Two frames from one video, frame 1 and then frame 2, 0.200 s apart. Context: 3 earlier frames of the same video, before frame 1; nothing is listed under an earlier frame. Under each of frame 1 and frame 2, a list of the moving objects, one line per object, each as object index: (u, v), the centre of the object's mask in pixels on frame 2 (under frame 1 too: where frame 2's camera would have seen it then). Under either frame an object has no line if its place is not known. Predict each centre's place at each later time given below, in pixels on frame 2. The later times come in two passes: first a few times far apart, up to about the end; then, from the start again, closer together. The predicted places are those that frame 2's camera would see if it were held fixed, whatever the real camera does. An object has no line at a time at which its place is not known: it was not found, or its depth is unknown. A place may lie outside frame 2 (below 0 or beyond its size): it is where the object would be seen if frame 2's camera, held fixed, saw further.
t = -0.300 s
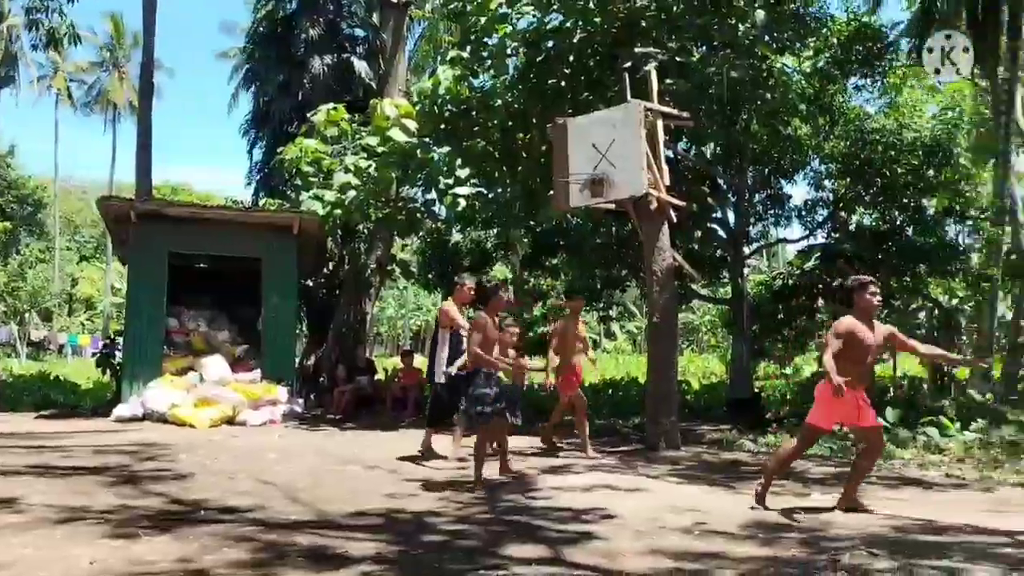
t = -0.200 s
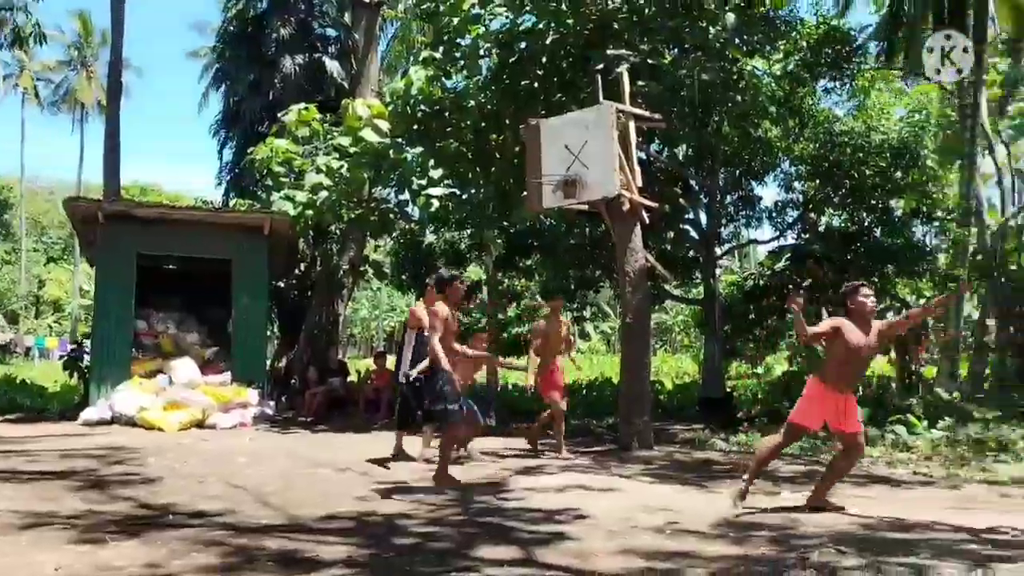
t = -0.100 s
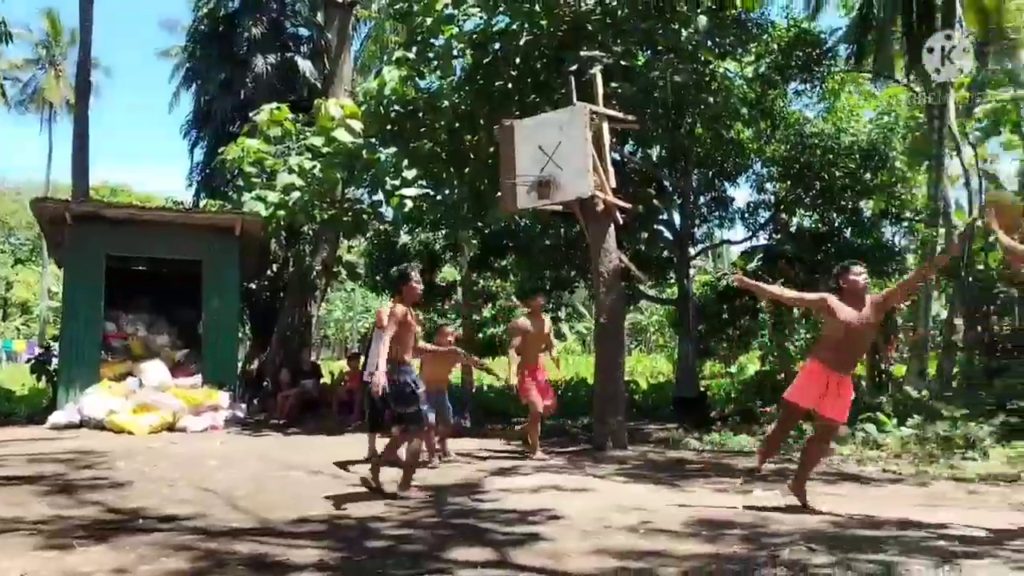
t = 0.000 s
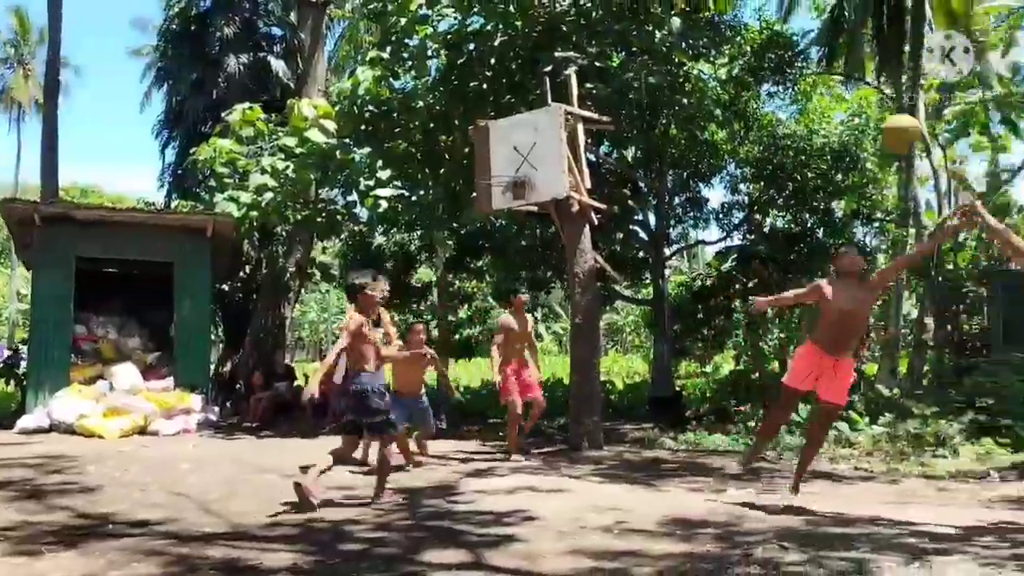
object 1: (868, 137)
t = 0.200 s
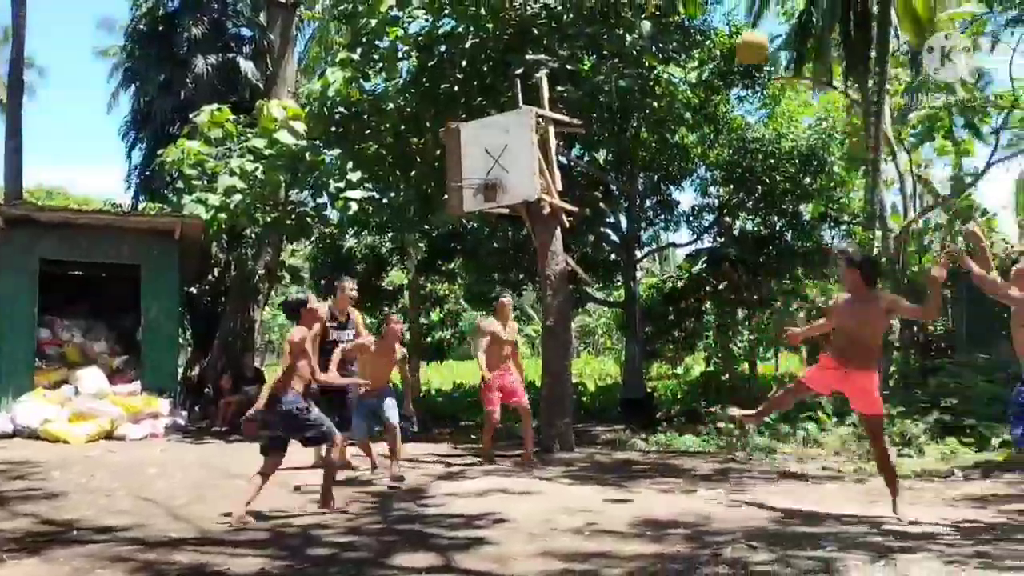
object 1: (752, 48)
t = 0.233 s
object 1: (736, 40)
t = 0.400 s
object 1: (660, 23)
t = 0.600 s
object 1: (582, 46)
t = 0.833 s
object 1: (507, 124)
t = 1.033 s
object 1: (475, 165)
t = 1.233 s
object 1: (467, 181)
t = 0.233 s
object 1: (736, 40)
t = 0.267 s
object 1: (720, 34)
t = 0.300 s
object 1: (704, 29)
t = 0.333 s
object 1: (689, 25)
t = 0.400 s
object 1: (660, 23)
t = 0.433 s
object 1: (646, 23)
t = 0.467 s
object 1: (633, 26)
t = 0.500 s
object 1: (619, 30)
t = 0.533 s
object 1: (607, 35)
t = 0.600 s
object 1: (582, 46)
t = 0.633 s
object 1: (571, 55)
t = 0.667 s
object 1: (559, 65)
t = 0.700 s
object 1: (548, 74)
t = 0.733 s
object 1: (537, 85)
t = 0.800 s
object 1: (518, 111)
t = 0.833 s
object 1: (507, 124)
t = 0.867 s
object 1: (496, 140)
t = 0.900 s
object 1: (486, 156)
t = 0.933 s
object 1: (478, 173)
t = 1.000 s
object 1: (476, 167)
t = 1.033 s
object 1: (475, 165)
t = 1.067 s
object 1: (474, 165)
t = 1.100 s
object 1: (474, 166)
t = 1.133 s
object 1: (473, 168)
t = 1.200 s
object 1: (470, 176)
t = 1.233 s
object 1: (467, 181)
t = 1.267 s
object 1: (465, 188)
